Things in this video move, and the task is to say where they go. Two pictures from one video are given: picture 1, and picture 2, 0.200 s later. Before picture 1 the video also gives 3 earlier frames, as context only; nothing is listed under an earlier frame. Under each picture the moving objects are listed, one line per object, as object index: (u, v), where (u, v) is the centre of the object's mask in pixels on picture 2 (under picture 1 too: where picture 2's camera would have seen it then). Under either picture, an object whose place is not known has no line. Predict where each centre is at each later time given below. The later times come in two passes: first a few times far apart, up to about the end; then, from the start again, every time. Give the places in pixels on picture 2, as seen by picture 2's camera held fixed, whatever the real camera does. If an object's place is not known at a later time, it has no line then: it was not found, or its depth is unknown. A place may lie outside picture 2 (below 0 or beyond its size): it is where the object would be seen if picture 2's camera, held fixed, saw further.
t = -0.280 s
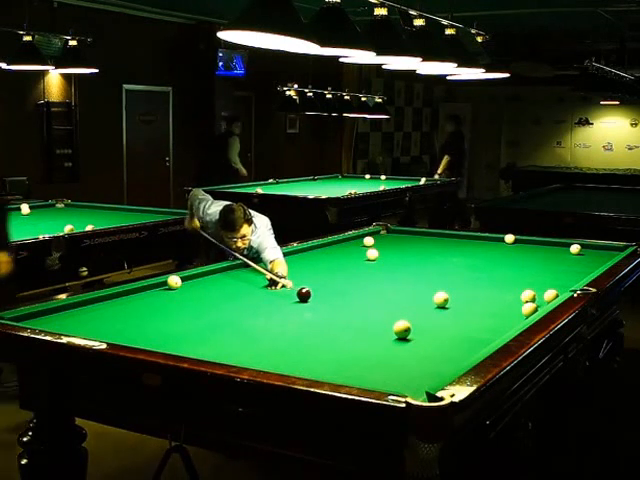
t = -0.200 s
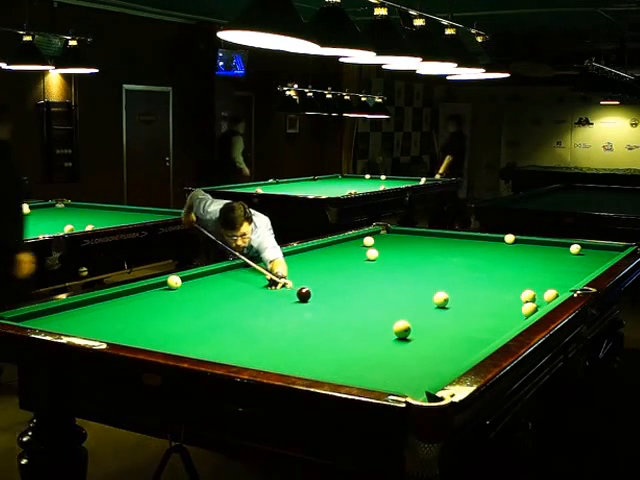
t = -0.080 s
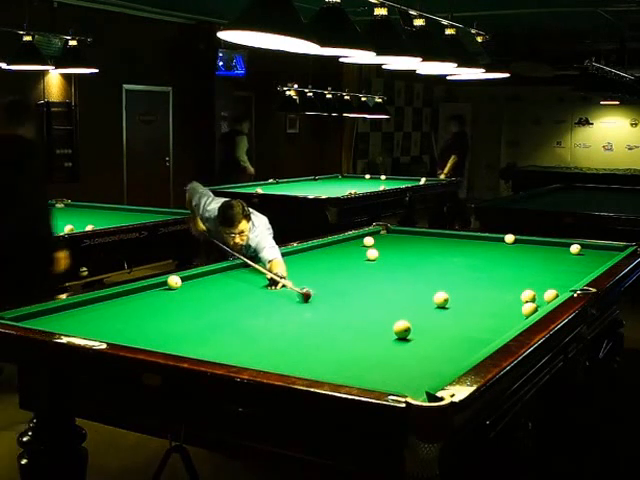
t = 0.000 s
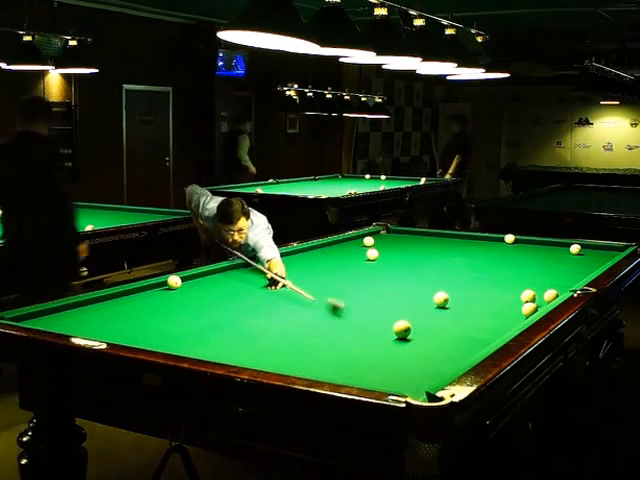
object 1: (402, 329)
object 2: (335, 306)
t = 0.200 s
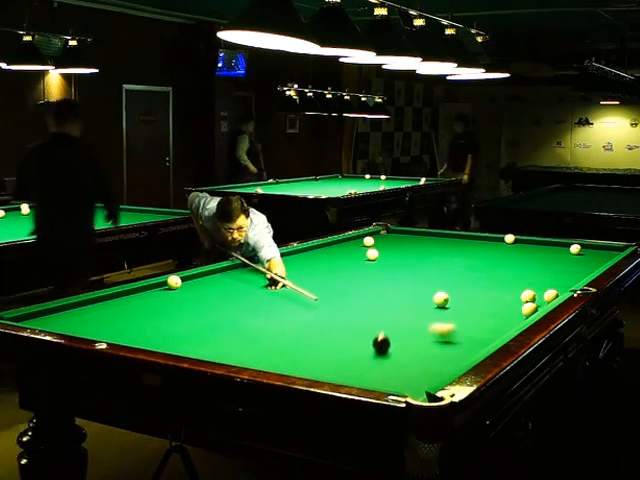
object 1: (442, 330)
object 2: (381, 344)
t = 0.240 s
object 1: (460, 331)
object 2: (381, 351)
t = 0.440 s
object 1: (473, 330)
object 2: (391, 383)
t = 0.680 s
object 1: (430, 322)
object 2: (453, 361)
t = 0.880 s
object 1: (399, 316)
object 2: (464, 349)
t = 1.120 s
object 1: (364, 310)
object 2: (473, 333)
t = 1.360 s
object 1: (331, 304)
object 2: (480, 320)
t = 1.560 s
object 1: (306, 299)
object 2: (486, 311)
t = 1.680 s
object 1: (292, 297)
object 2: (489, 306)
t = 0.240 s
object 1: (460, 331)
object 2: (381, 351)
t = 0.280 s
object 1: (477, 332)
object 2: (381, 359)
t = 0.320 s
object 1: (491, 332)
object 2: (382, 367)
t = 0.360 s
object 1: (490, 332)
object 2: (383, 375)
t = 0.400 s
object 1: (481, 331)
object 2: (384, 381)
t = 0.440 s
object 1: (473, 330)
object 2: (391, 383)
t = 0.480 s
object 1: (465, 328)
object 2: (404, 381)
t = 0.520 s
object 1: (458, 327)
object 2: (415, 378)
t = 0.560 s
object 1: (451, 326)
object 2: (426, 374)
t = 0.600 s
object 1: (444, 325)
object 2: (436, 370)
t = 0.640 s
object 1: (437, 323)
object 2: (445, 365)
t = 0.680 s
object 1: (430, 322)
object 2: (453, 361)
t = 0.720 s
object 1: (424, 321)
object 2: (457, 359)
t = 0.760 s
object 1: (417, 320)
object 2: (458, 356)
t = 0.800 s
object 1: (411, 318)
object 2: (460, 354)
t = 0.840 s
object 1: (405, 317)
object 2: (462, 352)
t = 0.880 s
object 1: (399, 316)
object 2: (464, 349)
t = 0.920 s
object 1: (393, 315)
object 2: (466, 346)
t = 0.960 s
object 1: (386, 314)
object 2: (467, 343)
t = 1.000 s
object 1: (381, 313)
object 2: (469, 341)
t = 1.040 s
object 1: (375, 312)
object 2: (470, 338)
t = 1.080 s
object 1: (369, 311)
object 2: (471, 336)
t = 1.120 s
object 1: (364, 310)
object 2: (473, 333)
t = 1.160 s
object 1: (358, 309)
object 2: (474, 331)
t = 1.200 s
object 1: (353, 308)
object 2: (476, 329)
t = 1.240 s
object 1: (347, 307)
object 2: (477, 327)
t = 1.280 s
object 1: (342, 306)
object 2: (478, 325)
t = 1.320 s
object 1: (336, 305)
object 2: (479, 322)
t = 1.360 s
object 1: (331, 304)
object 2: (480, 320)
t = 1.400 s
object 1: (326, 303)
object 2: (482, 318)
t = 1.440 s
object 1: (321, 302)
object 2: (483, 316)
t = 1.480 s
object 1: (316, 301)
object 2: (484, 314)
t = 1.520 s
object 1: (311, 300)
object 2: (485, 313)
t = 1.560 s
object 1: (306, 299)
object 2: (486, 311)
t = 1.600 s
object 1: (302, 298)
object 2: (487, 309)
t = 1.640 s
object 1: (297, 297)
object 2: (488, 307)
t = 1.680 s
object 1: (292, 297)
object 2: (489, 306)
